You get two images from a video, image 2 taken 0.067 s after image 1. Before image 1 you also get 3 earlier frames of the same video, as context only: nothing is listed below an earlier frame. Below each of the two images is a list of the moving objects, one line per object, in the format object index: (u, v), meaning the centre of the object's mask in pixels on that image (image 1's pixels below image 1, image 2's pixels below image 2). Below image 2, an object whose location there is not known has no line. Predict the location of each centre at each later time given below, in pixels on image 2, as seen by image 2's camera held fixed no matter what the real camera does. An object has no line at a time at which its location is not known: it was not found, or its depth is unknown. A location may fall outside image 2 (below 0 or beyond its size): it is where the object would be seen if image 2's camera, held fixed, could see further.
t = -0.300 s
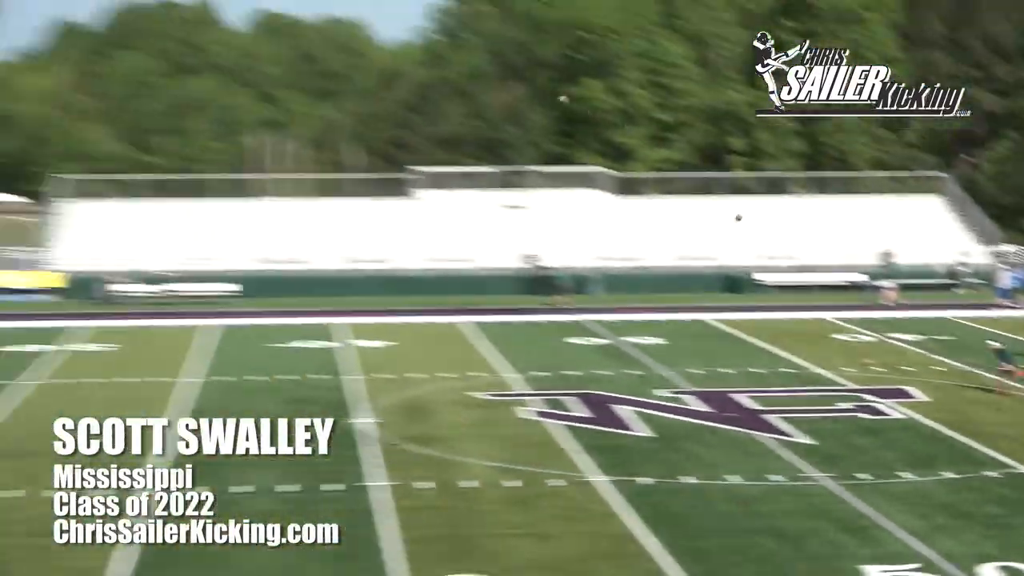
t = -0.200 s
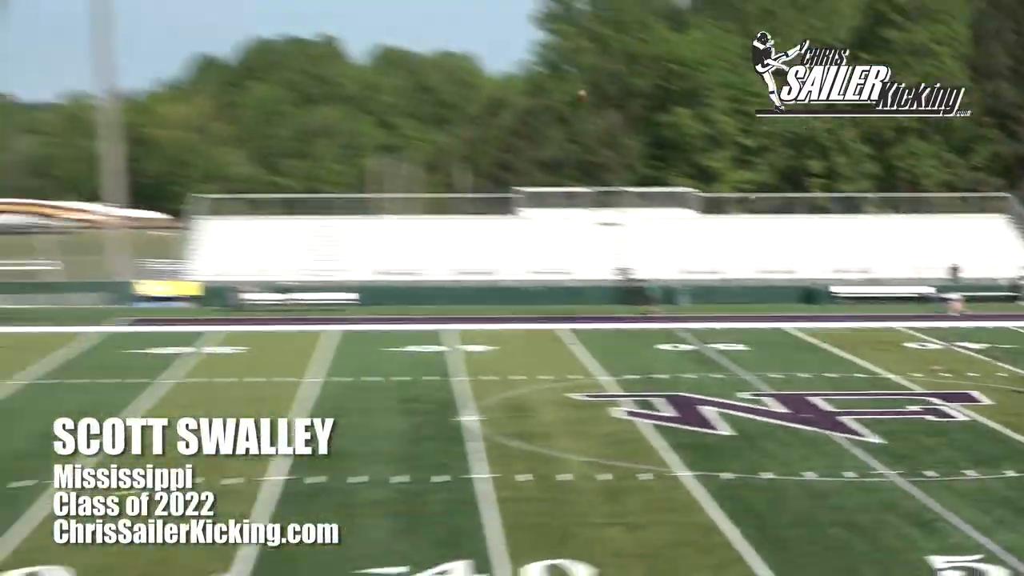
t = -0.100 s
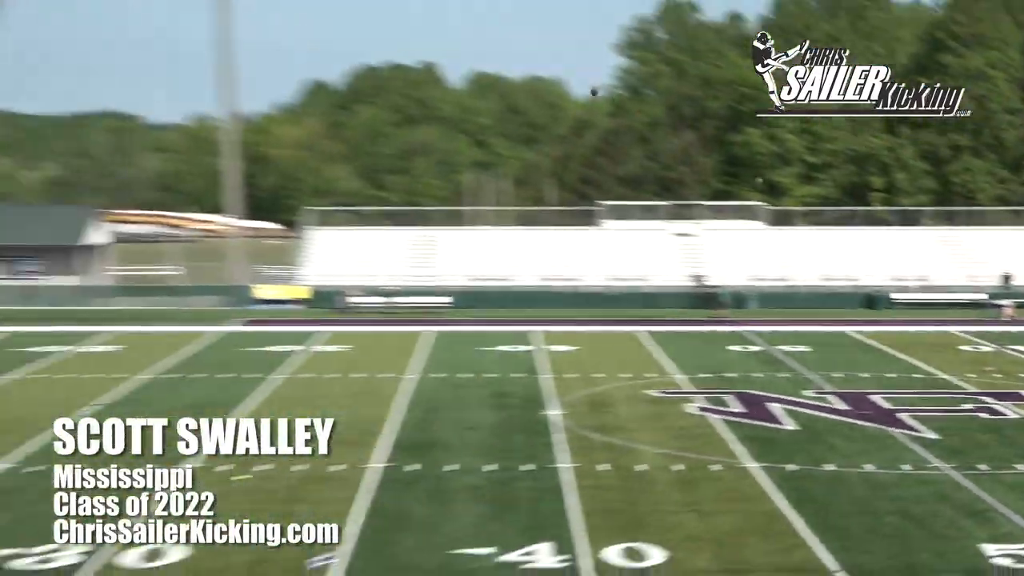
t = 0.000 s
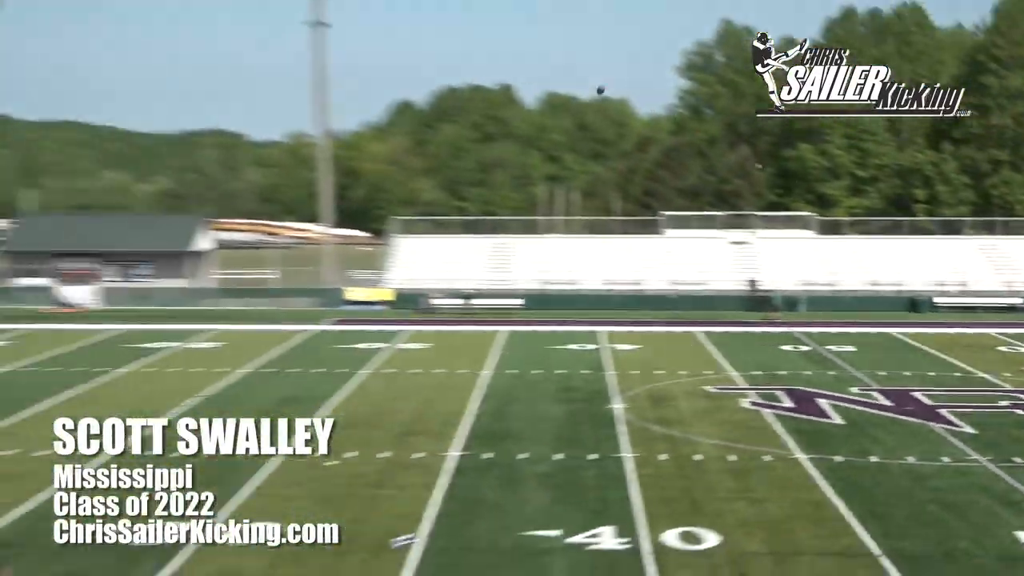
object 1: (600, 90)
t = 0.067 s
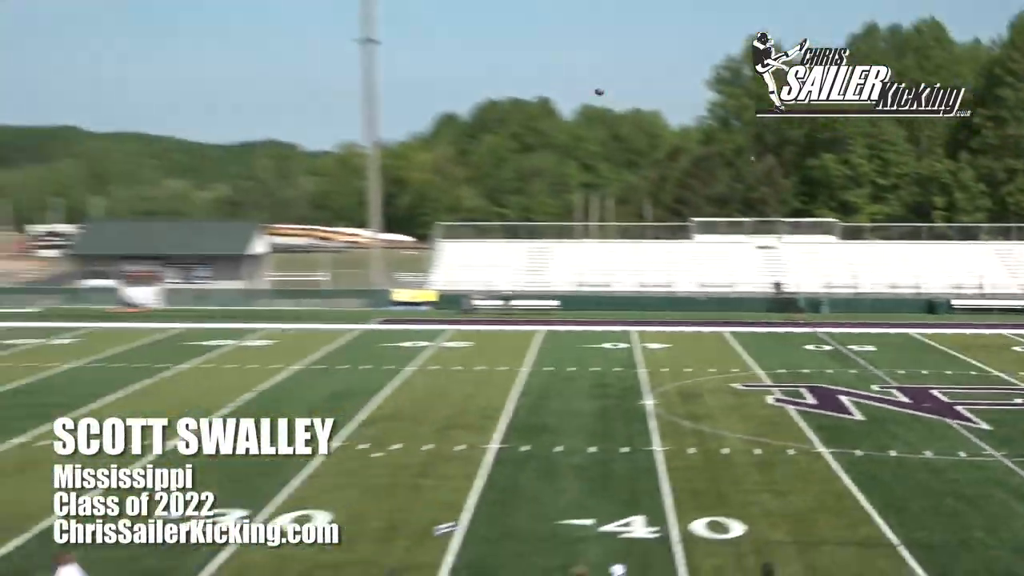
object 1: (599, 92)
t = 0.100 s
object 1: (582, 88)
